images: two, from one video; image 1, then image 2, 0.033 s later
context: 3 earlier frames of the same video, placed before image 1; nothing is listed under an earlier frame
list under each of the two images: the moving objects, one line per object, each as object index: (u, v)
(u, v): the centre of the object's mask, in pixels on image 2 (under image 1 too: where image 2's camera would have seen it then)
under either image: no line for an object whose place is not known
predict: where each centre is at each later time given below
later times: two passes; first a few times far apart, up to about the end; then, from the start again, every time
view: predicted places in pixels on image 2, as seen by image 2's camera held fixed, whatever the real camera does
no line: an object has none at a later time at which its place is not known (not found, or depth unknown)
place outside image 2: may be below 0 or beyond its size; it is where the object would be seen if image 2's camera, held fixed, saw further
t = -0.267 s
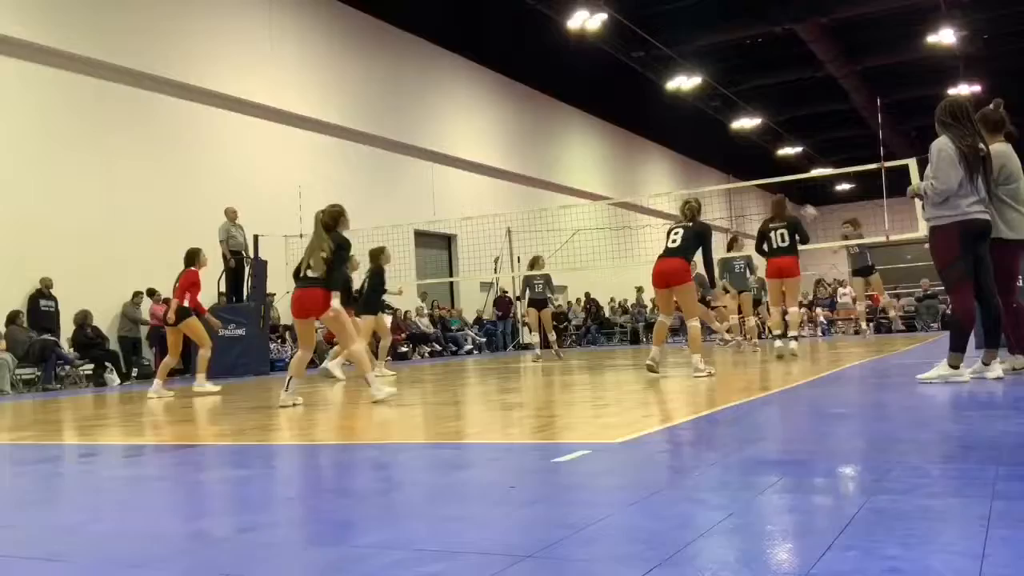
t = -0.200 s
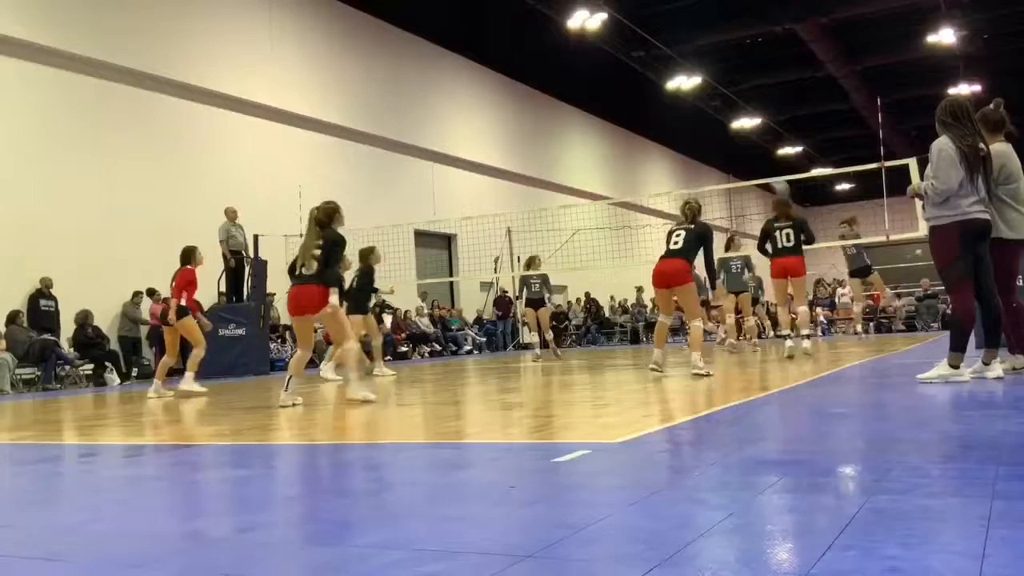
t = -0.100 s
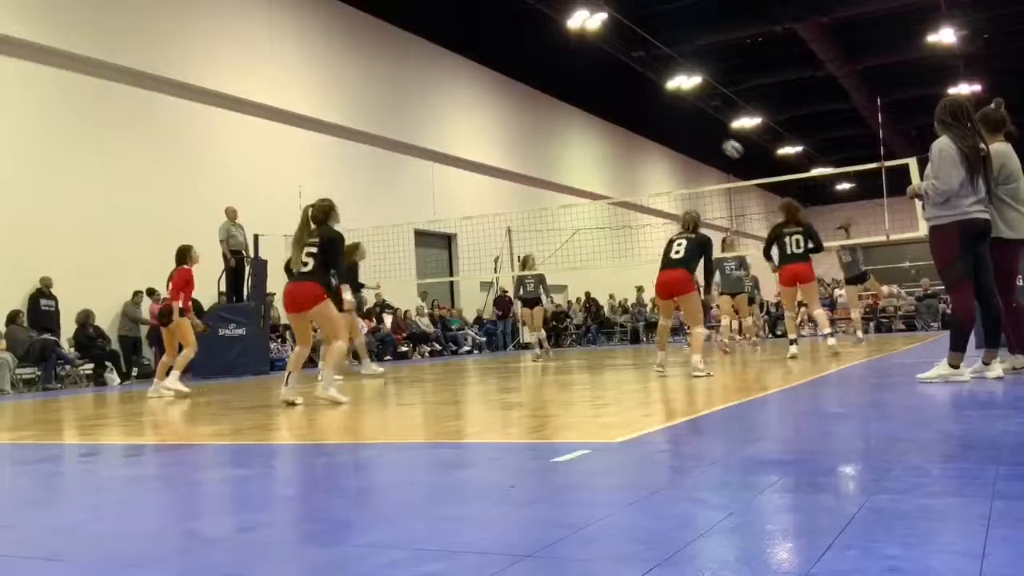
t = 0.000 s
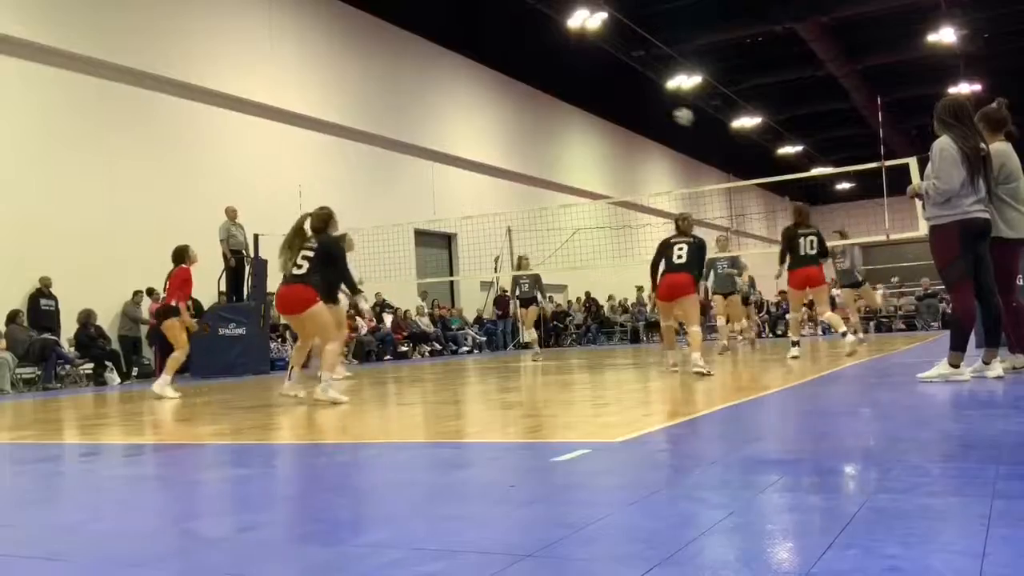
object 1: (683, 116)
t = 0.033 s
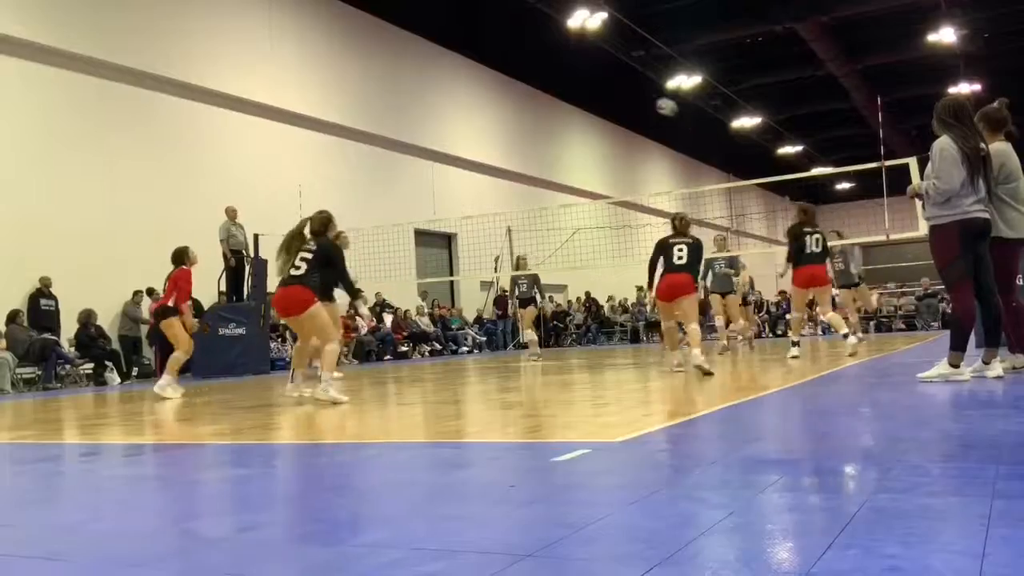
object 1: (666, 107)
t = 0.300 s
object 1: (517, 58)
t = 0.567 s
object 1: (339, 65)
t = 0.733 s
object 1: (209, 110)
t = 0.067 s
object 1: (648, 98)
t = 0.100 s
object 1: (631, 90)
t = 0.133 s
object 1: (613, 83)
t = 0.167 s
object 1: (594, 76)
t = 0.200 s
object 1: (576, 71)
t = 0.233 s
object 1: (557, 65)
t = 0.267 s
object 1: (537, 62)
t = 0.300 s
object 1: (517, 58)
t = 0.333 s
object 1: (497, 56)
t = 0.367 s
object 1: (477, 53)
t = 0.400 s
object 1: (455, 52)
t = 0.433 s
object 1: (433, 52)
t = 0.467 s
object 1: (411, 54)
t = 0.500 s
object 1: (389, 56)
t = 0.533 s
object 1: (366, 59)
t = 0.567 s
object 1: (339, 65)
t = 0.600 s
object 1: (316, 73)
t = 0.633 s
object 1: (290, 80)
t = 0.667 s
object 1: (264, 88)
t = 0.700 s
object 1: (238, 96)
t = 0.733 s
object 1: (209, 110)
